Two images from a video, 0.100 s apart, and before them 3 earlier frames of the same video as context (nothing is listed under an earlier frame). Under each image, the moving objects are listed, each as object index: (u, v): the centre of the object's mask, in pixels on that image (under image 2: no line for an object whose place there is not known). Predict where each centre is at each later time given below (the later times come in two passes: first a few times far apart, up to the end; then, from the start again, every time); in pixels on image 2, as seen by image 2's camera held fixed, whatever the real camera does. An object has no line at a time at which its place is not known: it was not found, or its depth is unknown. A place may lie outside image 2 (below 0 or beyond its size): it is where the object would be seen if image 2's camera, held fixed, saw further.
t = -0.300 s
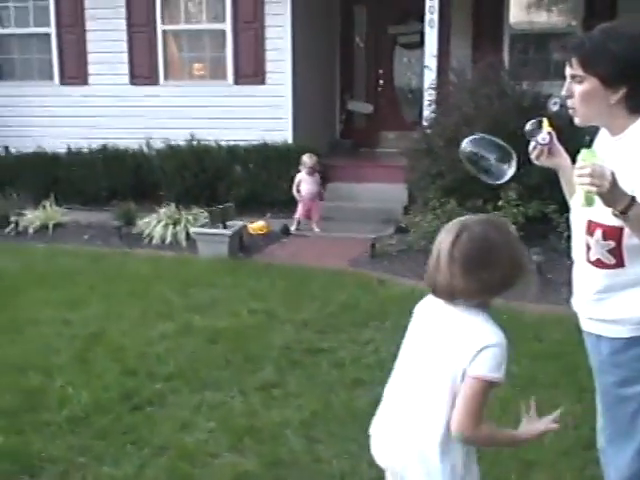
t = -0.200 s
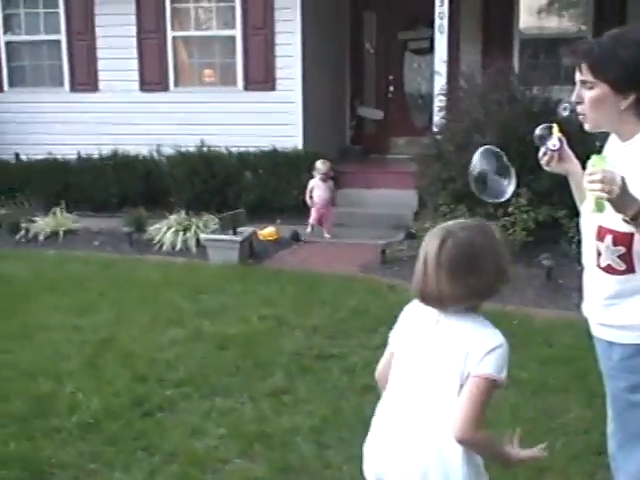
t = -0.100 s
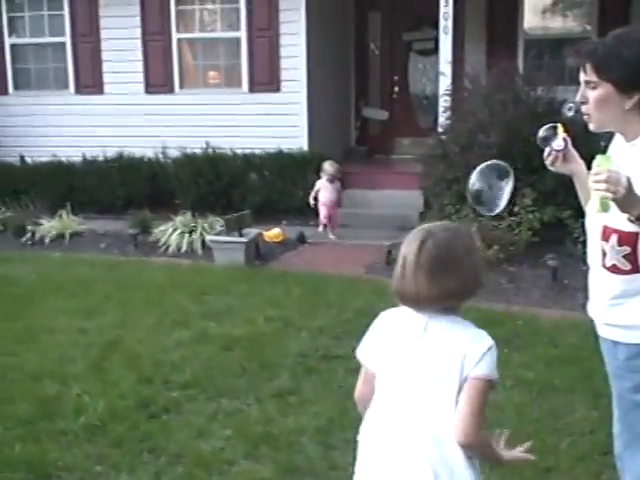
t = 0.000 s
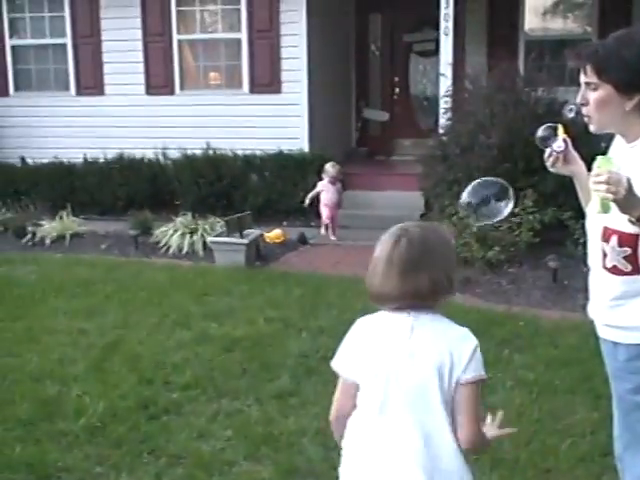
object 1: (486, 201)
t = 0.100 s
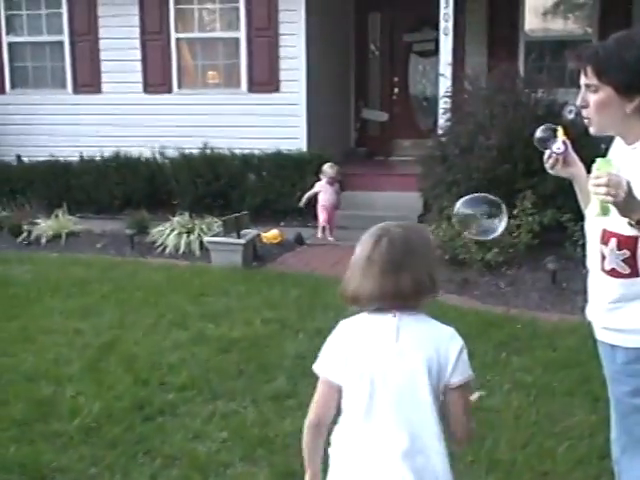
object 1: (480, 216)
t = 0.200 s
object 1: (476, 232)
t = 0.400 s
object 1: (471, 269)
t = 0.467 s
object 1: (471, 281)
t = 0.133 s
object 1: (479, 221)
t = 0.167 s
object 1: (477, 227)
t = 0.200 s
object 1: (476, 232)
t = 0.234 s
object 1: (475, 237)
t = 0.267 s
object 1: (474, 243)
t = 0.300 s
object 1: (474, 248)
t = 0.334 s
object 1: (473, 255)
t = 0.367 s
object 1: (472, 261)
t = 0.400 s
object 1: (471, 269)
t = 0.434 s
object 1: (471, 275)
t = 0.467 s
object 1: (471, 281)
